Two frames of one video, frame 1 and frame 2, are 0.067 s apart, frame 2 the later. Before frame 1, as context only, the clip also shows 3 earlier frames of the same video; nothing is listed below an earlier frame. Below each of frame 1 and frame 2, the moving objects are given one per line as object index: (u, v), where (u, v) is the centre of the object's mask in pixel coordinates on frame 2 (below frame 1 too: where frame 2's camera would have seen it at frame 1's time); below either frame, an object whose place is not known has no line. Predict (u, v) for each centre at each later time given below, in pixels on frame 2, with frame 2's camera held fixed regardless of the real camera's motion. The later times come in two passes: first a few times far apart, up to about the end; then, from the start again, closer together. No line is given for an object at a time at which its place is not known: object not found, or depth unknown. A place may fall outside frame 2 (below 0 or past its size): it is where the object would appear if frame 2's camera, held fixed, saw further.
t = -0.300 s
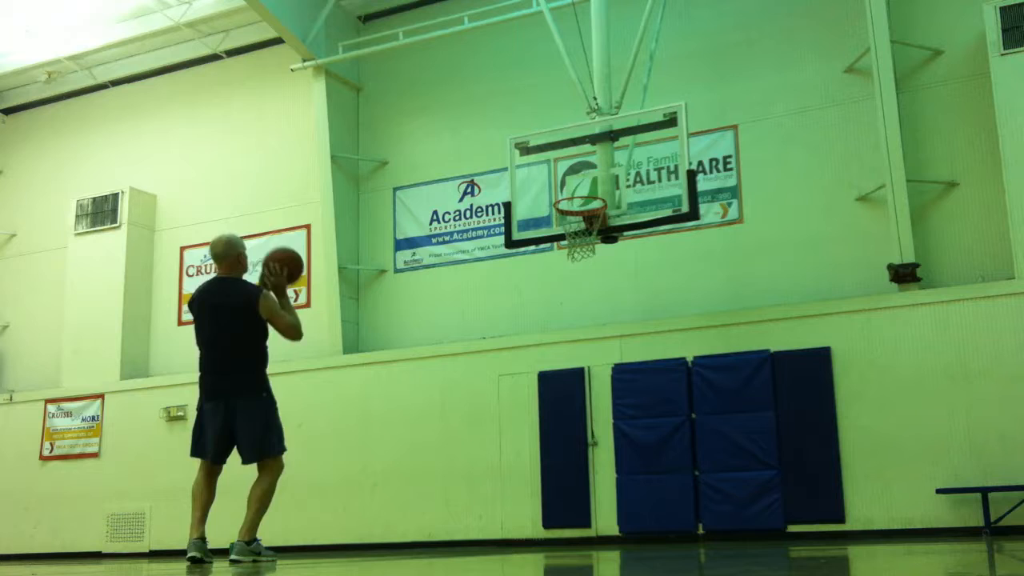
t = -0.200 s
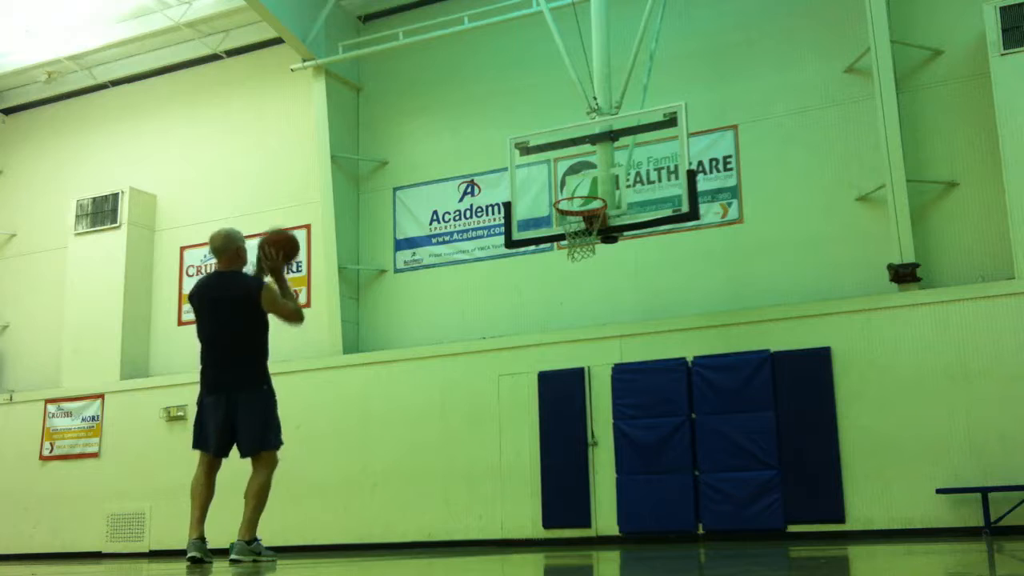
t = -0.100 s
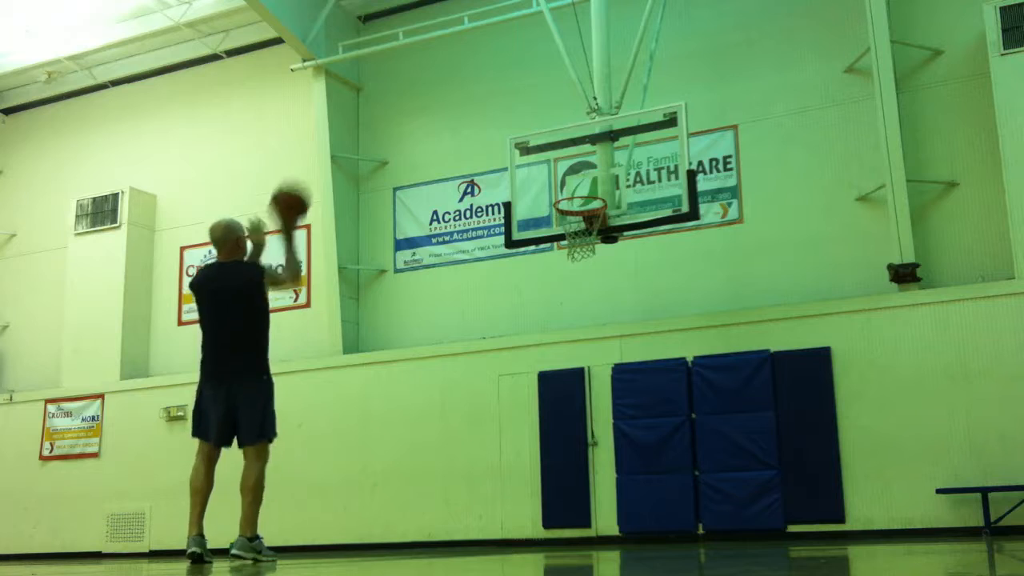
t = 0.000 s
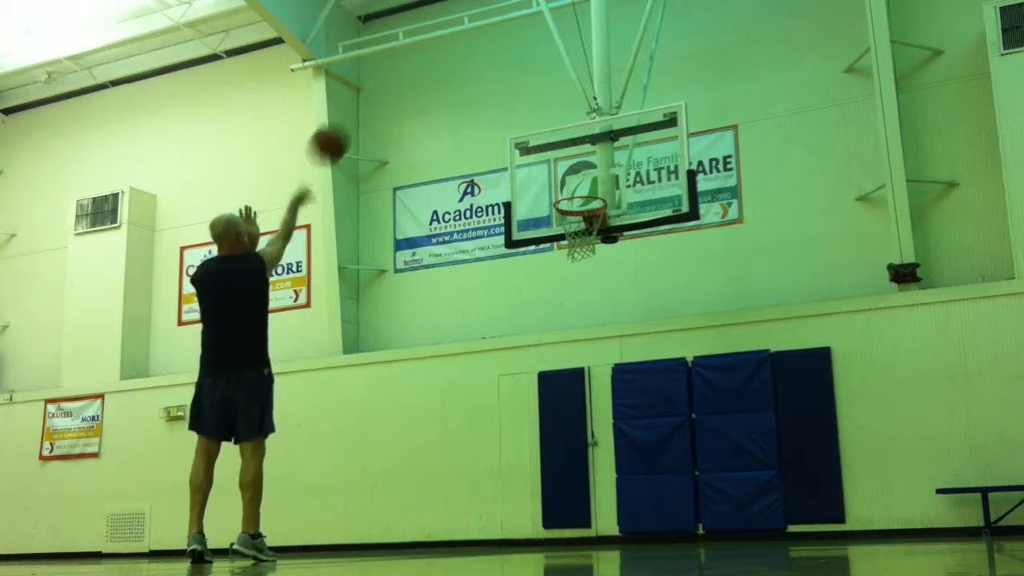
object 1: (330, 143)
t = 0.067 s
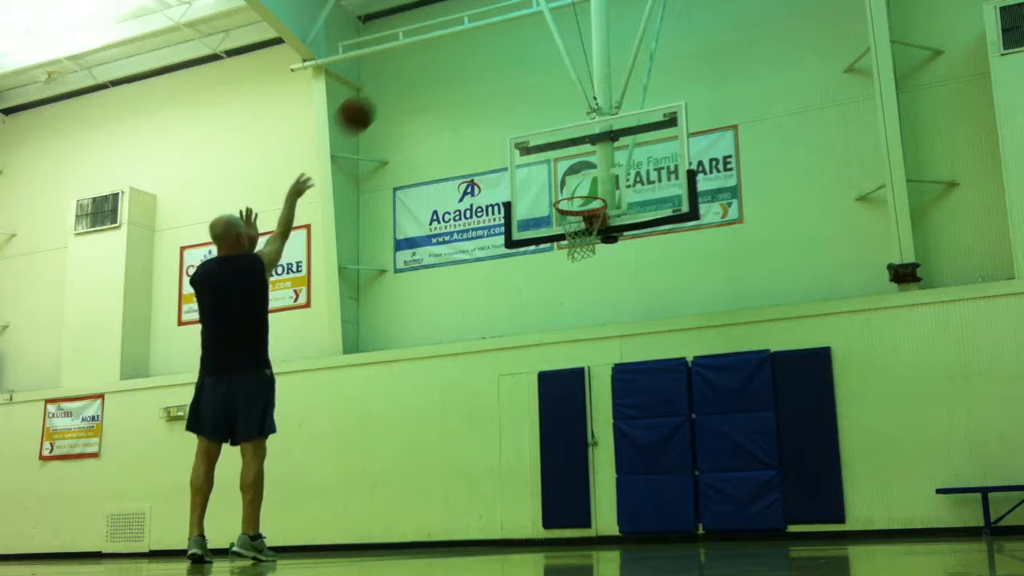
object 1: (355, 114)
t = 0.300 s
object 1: (435, 66)
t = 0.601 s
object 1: (516, 102)
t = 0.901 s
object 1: (584, 223)
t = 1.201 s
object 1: (587, 251)
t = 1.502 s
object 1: (573, 346)
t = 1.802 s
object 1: (557, 517)
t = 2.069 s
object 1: (538, 395)
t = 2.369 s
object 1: (520, 352)
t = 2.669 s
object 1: (504, 422)
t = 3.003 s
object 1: (484, 471)
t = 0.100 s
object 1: (367, 103)
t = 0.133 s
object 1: (381, 92)
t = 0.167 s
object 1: (392, 84)
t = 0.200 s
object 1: (403, 77)
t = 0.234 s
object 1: (414, 72)
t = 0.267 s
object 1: (424, 68)
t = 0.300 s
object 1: (435, 66)
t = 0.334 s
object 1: (445, 65)
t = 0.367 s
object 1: (454, 65)
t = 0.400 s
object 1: (464, 67)
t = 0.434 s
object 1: (473, 70)
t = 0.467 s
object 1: (482, 74)
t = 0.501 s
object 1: (490, 79)
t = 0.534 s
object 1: (499, 85)
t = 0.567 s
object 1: (507, 93)
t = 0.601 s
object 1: (516, 102)
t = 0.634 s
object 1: (524, 111)
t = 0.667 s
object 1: (531, 122)
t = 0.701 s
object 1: (539, 133)
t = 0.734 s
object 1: (548, 145)
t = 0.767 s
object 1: (555, 160)
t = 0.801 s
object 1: (563, 174)
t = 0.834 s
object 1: (571, 188)
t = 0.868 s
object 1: (578, 207)
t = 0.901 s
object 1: (584, 223)
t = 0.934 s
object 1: (590, 232)
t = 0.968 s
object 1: (591, 231)
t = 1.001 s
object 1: (590, 233)
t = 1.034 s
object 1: (590, 234)
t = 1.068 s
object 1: (590, 237)
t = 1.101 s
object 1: (588, 241)
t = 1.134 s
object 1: (588, 243)
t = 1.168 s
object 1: (587, 246)
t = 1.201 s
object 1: (587, 251)
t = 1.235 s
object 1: (585, 256)
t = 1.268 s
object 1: (584, 263)
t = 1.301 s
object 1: (582, 271)
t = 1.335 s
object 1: (580, 280)
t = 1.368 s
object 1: (579, 290)
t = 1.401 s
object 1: (577, 302)
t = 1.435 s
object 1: (576, 315)
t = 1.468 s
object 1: (574, 330)
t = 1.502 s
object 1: (573, 346)
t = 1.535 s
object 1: (571, 362)
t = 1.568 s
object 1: (566, 383)
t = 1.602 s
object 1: (565, 399)
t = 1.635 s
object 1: (564, 423)
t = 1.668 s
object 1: (563, 447)
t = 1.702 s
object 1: (561, 473)
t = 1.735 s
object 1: (557, 501)
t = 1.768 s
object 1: (561, 528)
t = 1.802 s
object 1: (557, 517)
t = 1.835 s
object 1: (555, 496)
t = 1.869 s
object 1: (552, 478)
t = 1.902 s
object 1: (551, 459)
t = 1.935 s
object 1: (549, 443)
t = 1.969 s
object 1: (547, 430)
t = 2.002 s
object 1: (545, 416)
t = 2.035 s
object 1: (543, 405)
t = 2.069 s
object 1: (538, 395)
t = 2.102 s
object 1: (537, 384)
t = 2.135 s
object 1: (535, 375)
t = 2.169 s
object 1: (533, 368)
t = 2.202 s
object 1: (531, 362)
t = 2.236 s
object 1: (529, 357)
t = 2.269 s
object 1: (526, 354)
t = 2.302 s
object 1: (524, 352)
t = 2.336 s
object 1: (522, 352)
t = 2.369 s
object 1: (520, 352)
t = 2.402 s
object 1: (519, 354)
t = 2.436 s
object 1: (516, 357)
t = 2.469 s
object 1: (515, 362)
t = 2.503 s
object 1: (513, 368)
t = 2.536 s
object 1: (511, 376)
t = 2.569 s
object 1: (509, 385)
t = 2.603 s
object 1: (507, 396)
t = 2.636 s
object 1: (505, 408)
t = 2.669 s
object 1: (504, 422)
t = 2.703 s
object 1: (502, 437)
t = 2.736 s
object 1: (500, 455)
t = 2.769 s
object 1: (498, 474)
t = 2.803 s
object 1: (496, 494)
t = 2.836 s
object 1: (495, 517)
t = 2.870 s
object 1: (493, 532)
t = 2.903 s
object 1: (490, 515)
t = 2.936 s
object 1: (488, 500)
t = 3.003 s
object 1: (484, 471)
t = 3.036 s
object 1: (482, 459)
